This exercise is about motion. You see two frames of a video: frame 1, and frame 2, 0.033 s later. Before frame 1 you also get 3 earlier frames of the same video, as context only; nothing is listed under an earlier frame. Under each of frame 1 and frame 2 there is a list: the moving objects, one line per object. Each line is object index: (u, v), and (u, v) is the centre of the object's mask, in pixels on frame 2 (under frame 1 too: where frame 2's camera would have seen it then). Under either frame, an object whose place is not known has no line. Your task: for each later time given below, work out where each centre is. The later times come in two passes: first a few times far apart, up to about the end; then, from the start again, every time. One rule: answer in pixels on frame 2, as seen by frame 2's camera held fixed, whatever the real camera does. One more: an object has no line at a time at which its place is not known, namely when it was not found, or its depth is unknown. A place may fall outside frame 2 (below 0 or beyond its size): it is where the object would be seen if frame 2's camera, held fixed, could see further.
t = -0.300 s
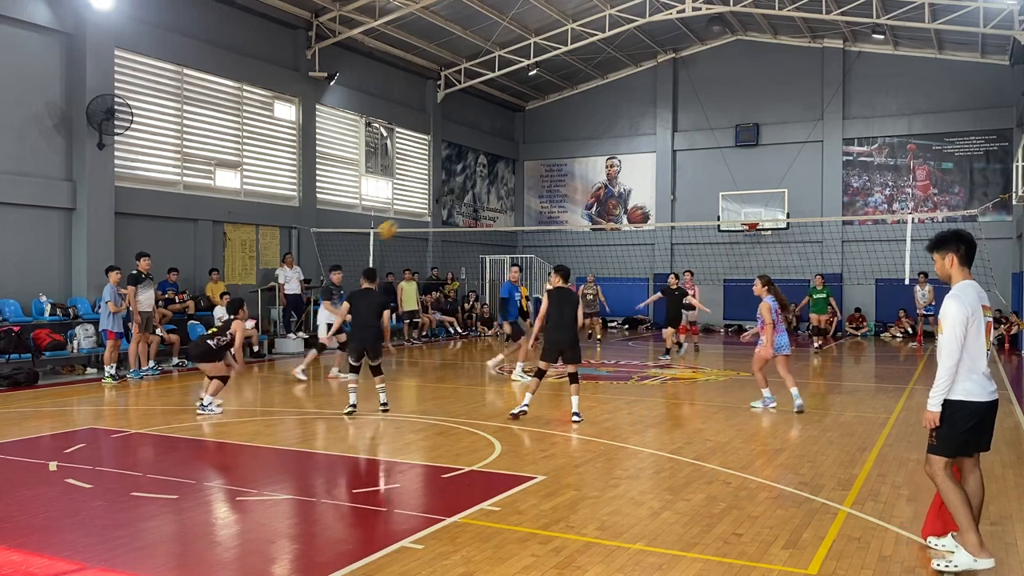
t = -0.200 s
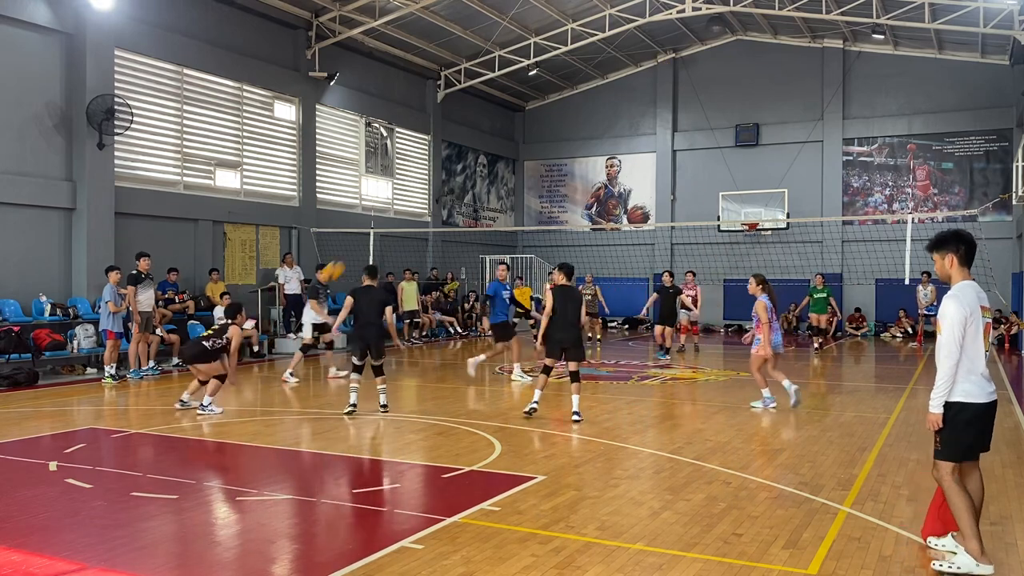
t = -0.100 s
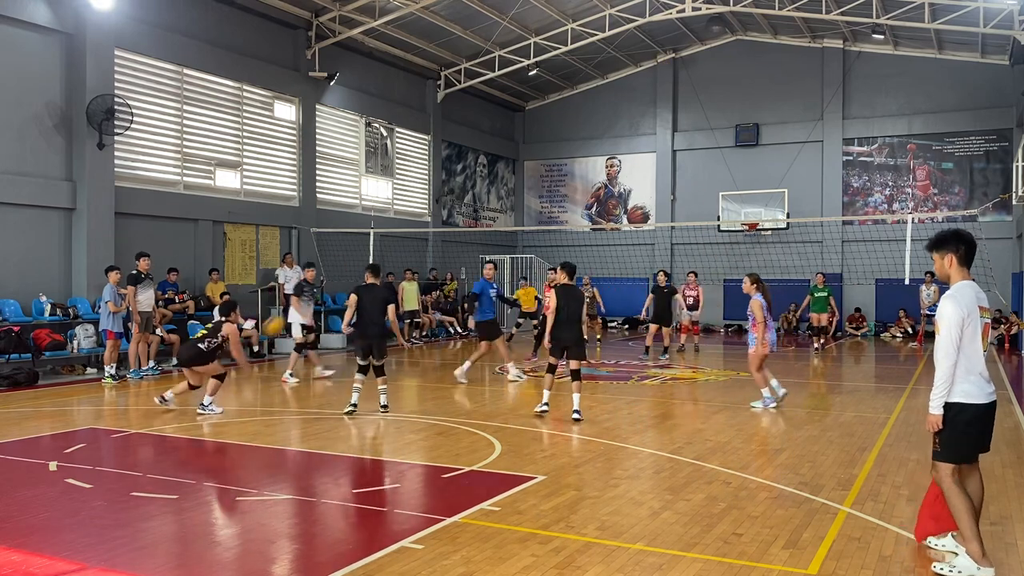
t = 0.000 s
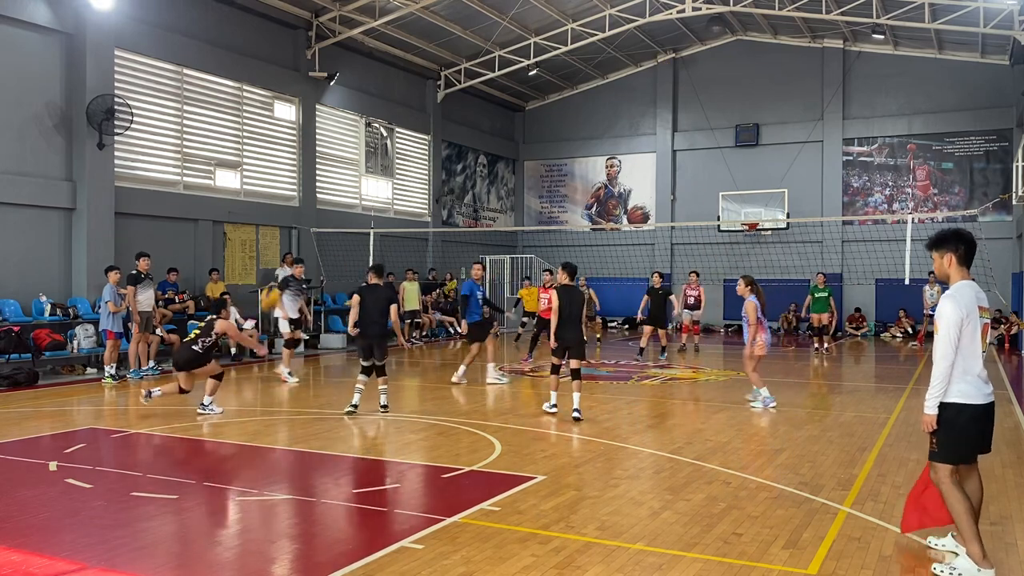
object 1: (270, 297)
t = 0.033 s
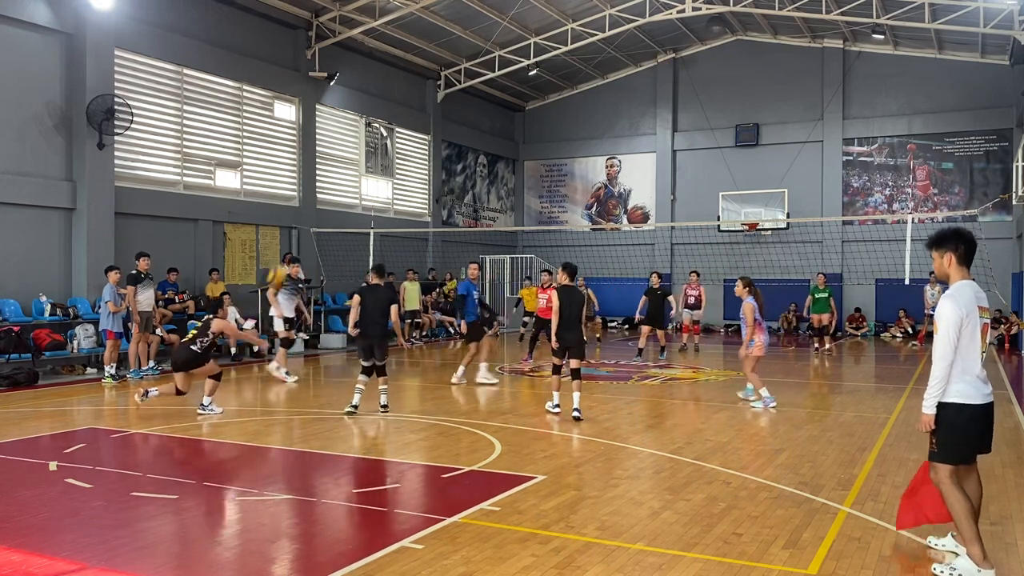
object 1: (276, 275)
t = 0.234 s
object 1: (323, 167)
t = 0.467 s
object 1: (372, 90)
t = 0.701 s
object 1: (416, 61)
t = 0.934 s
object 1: (456, 76)
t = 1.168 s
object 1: (495, 132)
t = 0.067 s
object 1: (285, 253)
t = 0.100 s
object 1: (292, 234)
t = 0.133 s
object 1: (300, 216)
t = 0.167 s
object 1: (308, 198)
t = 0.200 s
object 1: (315, 183)
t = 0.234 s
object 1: (323, 167)
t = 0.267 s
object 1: (331, 153)
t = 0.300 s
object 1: (338, 139)
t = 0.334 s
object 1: (345, 127)
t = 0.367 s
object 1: (353, 116)
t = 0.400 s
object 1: (360, 106)
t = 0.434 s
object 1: (366, 98)
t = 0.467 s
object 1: (372, 90)
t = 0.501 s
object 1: (378, 82)
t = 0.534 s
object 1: (384, 76)
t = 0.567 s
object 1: (392, 70)
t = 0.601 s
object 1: (398, 66)
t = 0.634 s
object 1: (403, 64)
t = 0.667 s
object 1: (410, 62)
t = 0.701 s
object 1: (416, 61)
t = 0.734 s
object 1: (422, 60)
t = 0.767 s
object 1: (428, 60)
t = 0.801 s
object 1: (434, 62)
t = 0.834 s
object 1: (439, 65)
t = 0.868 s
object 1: (445, 67)
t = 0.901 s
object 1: (451, 72)
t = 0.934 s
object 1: (456, 76)
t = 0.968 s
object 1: (463, 79)
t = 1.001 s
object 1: (468, 86)
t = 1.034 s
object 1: (473, 95)
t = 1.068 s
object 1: (479, 103)
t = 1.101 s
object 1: (484, 112)
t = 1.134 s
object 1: (490, 121)
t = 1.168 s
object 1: (495, 132)
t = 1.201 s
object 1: (500, 143)
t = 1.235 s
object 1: (505, 155)
